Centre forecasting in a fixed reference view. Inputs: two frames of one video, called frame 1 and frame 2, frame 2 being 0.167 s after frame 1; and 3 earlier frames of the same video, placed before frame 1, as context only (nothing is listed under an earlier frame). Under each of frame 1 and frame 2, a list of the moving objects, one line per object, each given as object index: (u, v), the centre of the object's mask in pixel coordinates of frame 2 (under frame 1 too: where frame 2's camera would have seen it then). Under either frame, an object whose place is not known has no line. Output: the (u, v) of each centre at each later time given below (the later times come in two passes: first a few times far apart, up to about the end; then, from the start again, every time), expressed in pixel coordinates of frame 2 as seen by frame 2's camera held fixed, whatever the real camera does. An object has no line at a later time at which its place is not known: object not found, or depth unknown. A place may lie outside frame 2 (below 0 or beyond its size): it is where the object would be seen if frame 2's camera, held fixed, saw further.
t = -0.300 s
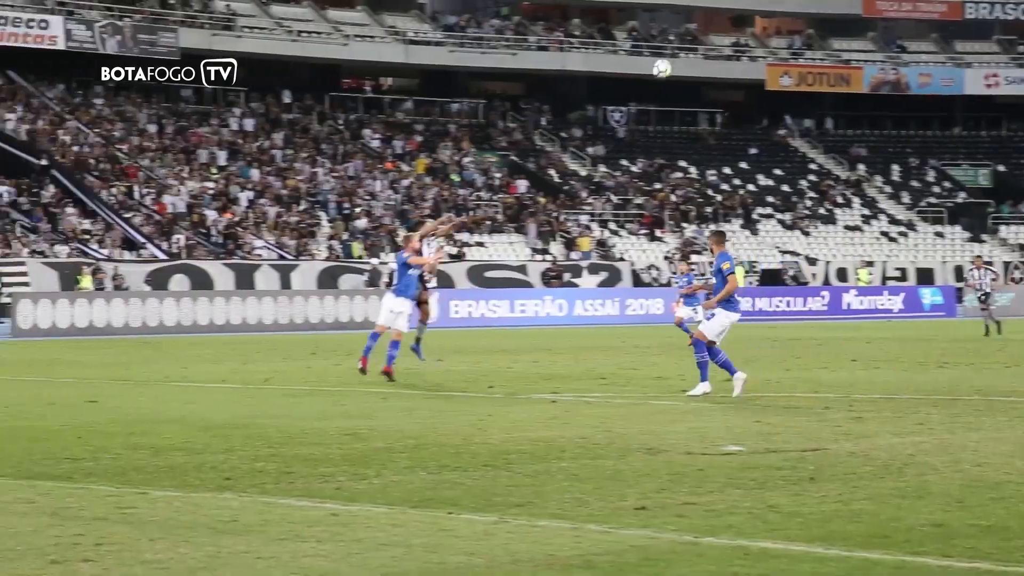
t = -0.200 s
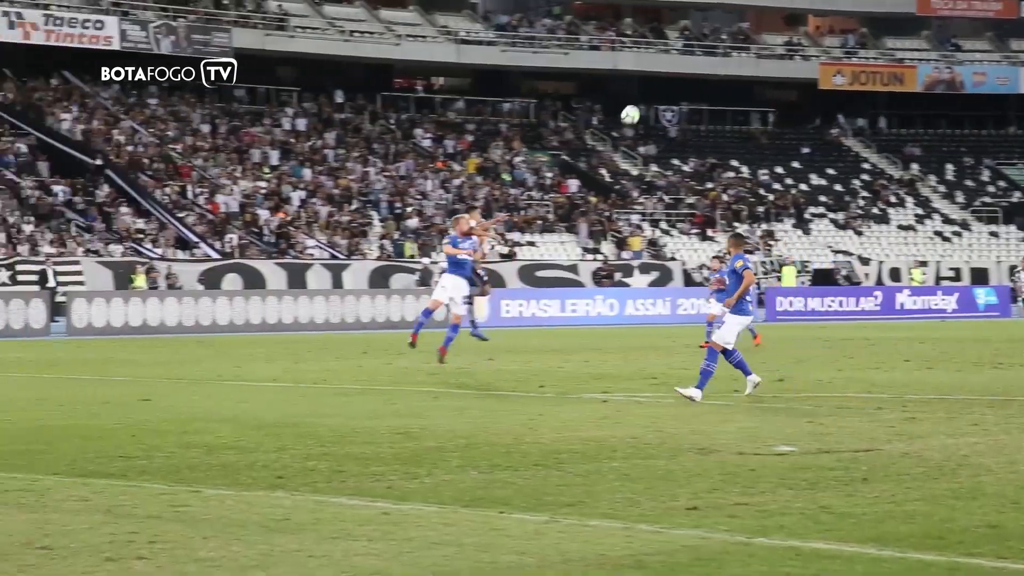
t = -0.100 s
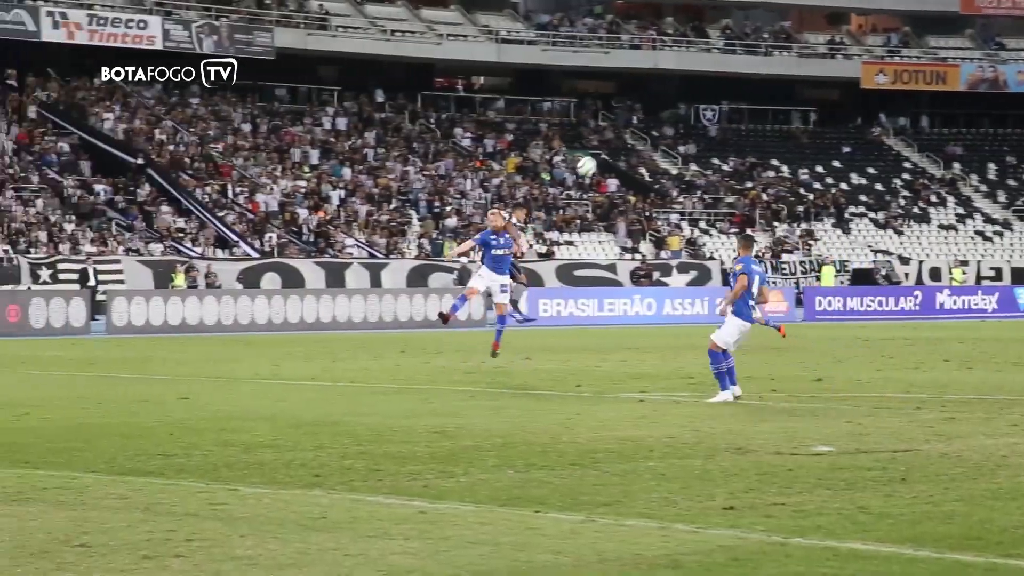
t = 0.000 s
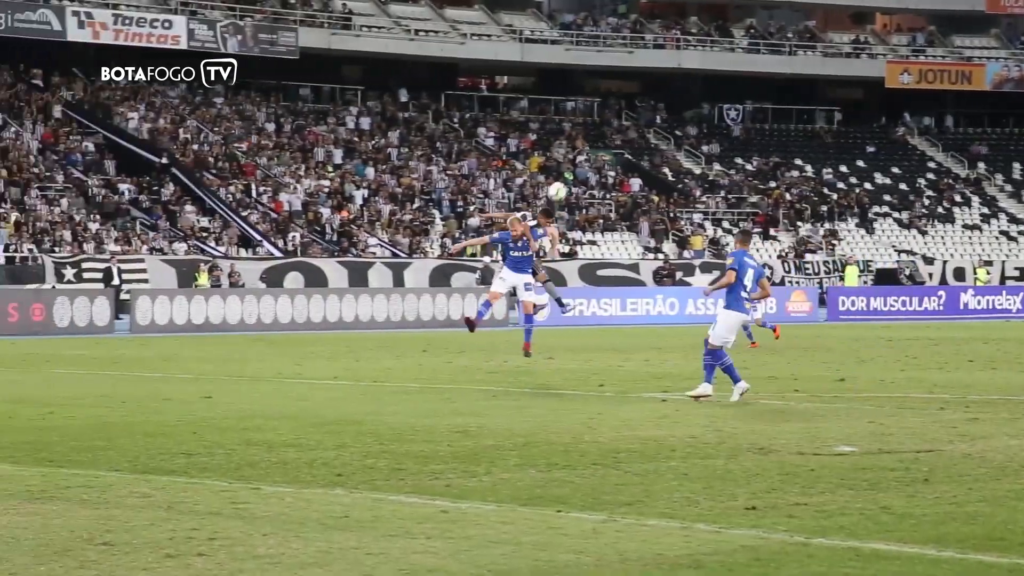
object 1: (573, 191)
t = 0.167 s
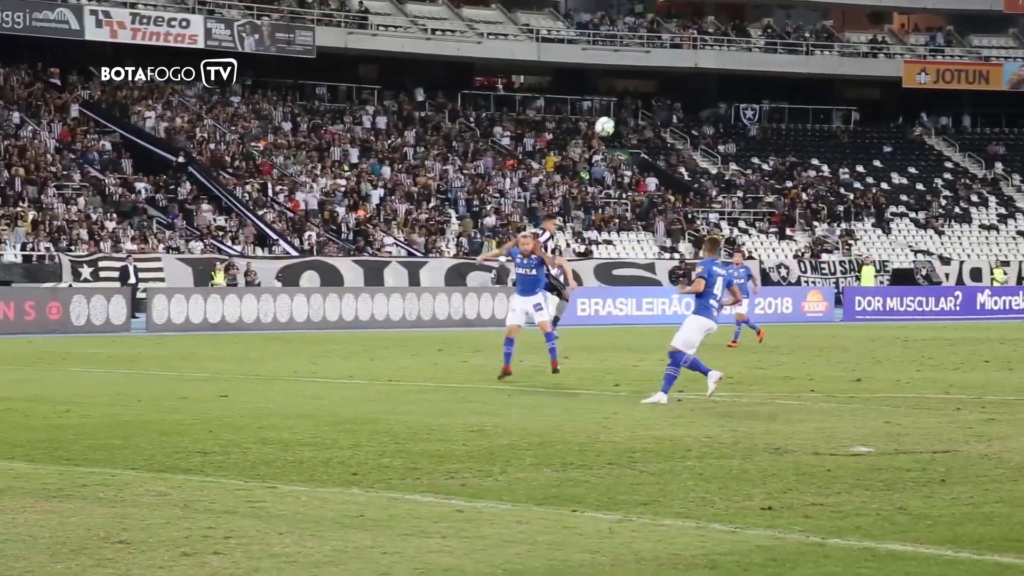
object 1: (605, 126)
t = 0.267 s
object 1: (624, 96)
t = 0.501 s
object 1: (671, 54)
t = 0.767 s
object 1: (729, 66)
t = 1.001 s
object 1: (786, 142)
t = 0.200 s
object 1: (611, 116)
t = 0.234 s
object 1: (617, 106)
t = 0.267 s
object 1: (624, 96)
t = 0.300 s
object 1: (630, 88)
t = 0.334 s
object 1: (637, 80)
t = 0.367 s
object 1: (643, 73)
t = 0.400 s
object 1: (650, 67)
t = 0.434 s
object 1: (657, 61)
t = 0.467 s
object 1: (663, 57)
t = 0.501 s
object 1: (671, 54)
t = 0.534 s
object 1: (677, 51)
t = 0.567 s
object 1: (685, 50)
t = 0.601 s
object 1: (692, 50)
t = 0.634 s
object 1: (699, 51)
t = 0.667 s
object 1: (707, 53)
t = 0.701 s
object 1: (714, 56)
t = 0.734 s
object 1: (722, 60)
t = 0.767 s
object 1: (729, 66)
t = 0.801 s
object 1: (737, 73)
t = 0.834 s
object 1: (745, 80)
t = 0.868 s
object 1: (753, 89)
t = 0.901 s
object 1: (761, 99)
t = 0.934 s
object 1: (769, 112)
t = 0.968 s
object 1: (777, 126)
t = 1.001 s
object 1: (786, 142)
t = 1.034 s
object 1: (794, 159)
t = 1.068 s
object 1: (803, 178)
